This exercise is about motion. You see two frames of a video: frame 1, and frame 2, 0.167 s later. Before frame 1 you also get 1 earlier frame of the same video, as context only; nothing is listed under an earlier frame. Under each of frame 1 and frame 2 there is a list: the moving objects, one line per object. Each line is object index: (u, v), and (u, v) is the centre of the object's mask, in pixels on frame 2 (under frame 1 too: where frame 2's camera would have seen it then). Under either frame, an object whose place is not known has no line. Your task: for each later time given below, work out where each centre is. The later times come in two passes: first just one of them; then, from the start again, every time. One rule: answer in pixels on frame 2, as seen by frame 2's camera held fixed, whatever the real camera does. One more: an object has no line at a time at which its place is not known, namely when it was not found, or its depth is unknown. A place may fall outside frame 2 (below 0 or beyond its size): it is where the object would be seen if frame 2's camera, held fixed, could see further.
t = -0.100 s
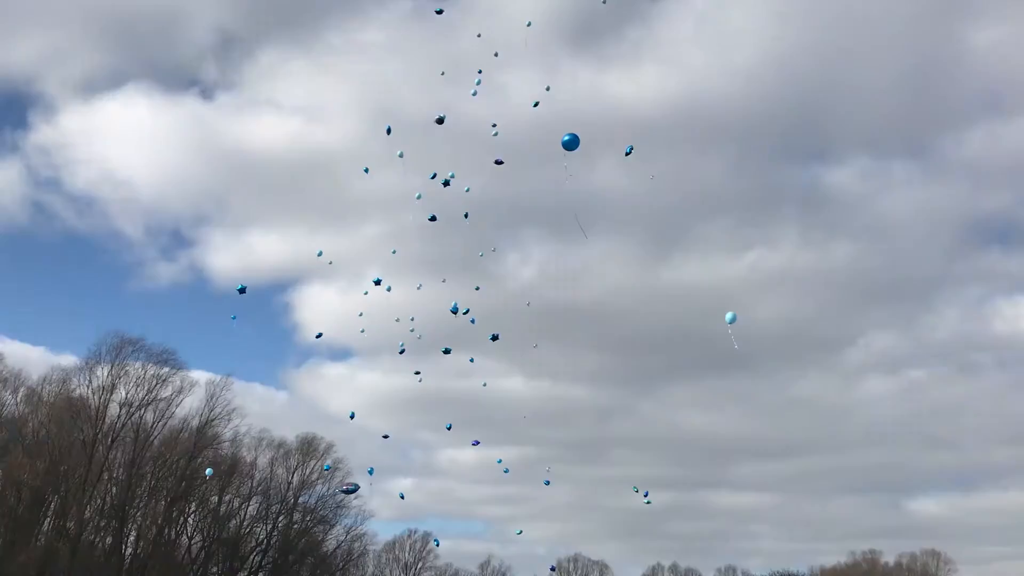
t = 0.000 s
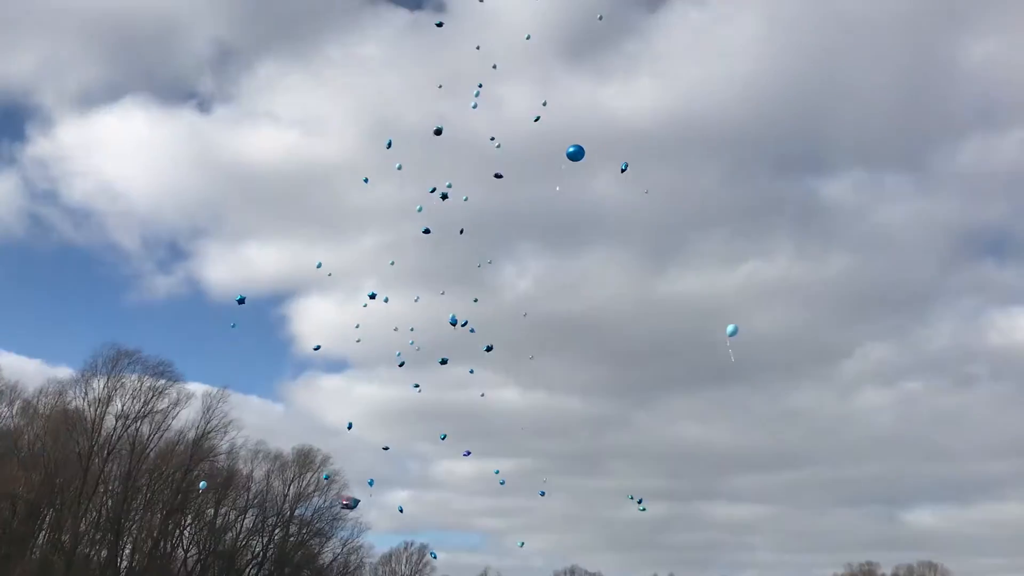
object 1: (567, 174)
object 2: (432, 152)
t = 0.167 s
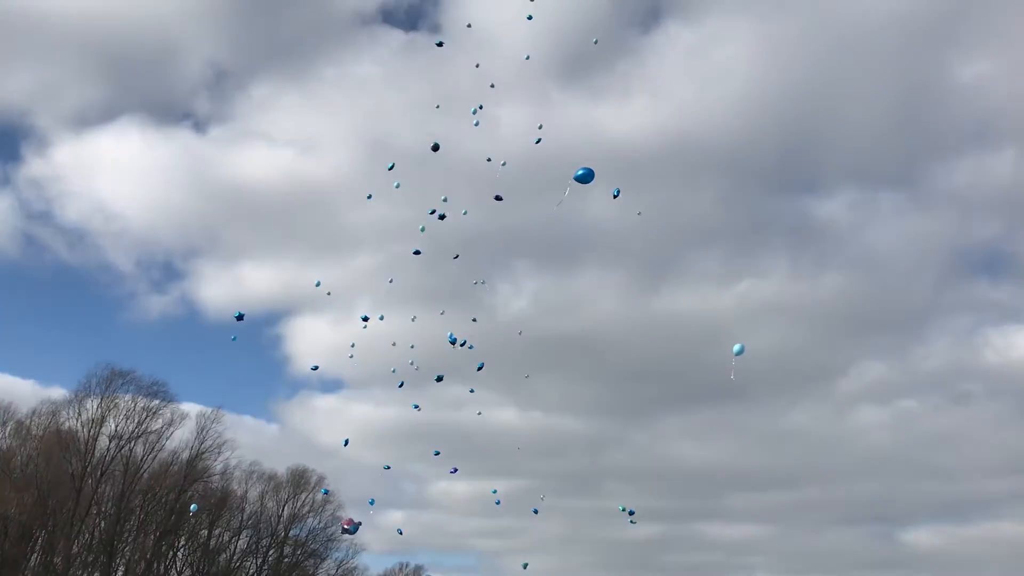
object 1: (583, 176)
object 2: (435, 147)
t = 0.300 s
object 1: (598, 174)
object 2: (438, 141)
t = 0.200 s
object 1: (586, 176)
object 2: (435, 146)
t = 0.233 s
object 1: (589, 177)
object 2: (436, 145)
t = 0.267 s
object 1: (593, 176)
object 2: (437, 143)
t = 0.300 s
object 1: (598, 174)
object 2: (438, 141)
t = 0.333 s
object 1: (601, 173)
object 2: (439, 139)
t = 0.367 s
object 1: (606, 171)
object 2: (441, 137)
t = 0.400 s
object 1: (610, 168)
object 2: (441, 134)
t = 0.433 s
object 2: (442, 132)
